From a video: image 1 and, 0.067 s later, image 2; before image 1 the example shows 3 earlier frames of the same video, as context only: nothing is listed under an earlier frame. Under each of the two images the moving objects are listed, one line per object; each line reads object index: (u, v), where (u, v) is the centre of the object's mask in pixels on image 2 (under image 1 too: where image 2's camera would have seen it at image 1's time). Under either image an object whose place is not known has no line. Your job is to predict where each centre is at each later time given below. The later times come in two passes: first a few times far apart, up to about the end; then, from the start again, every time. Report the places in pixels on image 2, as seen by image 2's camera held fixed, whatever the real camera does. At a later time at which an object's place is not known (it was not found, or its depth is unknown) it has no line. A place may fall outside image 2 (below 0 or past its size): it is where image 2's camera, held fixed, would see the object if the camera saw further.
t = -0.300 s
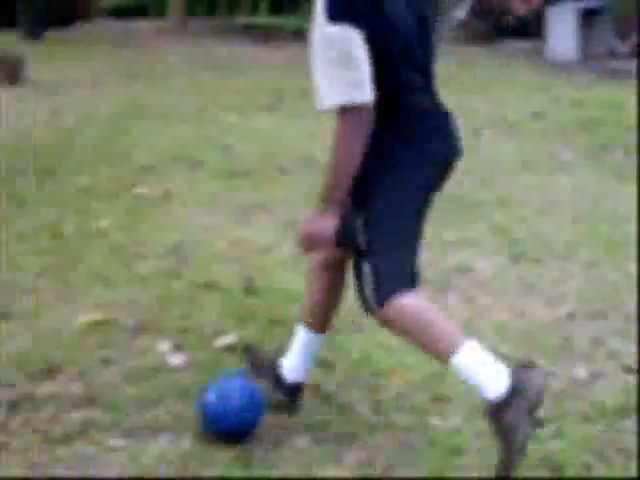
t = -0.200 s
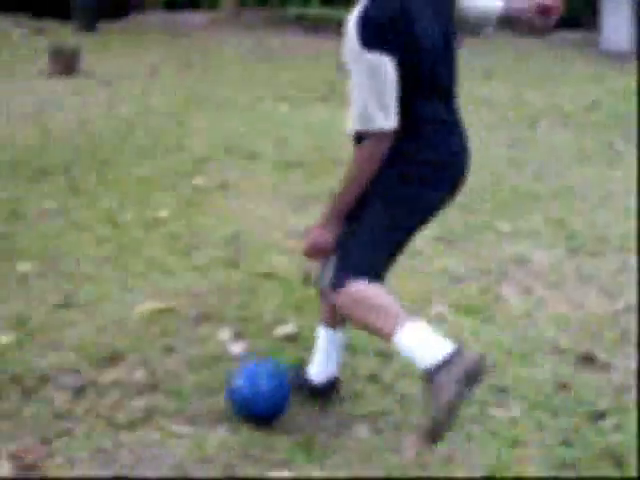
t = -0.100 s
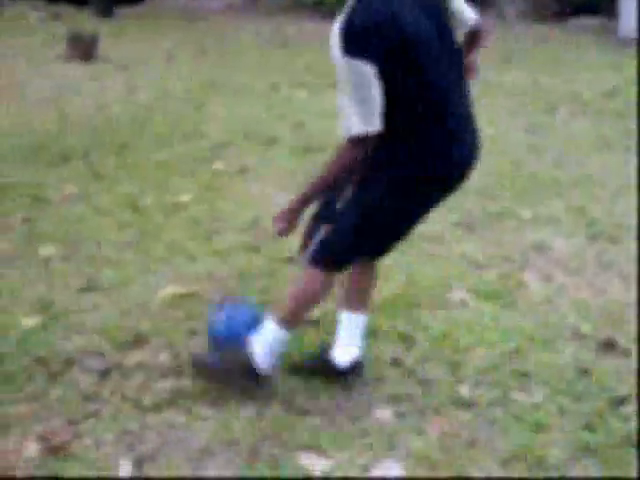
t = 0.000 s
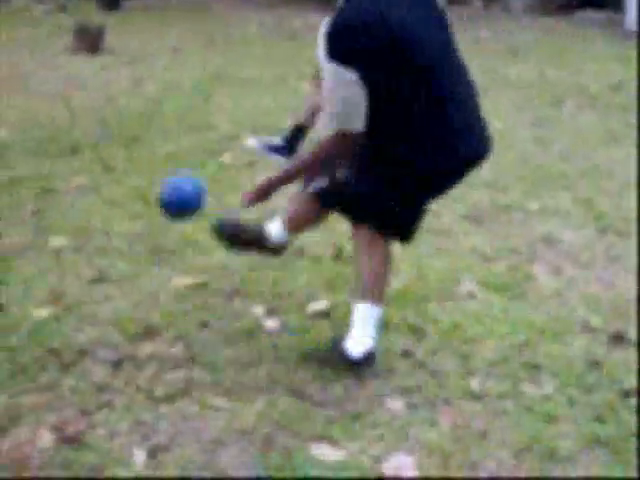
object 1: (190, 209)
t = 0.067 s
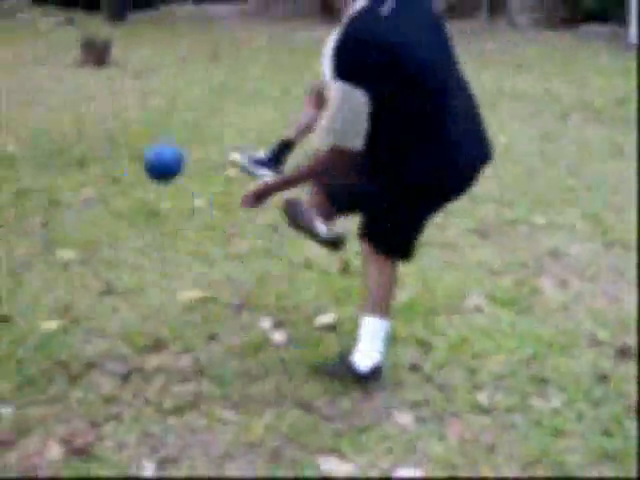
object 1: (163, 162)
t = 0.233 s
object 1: (126, 113)
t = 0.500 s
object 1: (108, 84)
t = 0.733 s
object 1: (109, 57)
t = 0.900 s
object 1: (153, 52)
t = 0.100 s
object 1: (154, 147)
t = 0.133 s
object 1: (145, 134)
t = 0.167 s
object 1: (138, 125)
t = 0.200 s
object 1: (131, 118)
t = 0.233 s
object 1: (126, 113)
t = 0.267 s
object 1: (123, 111)
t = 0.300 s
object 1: (120, 112)
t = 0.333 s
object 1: (116, 111)
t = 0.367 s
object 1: (113, 103)
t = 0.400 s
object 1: (111, 94)
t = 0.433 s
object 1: (110, 90)
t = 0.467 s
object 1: (109, 87)
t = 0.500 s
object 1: (108, 84)
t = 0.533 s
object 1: (107, 78)
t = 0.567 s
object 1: (108, 73)
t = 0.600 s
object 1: (108, 70)
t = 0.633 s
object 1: (108, 67)
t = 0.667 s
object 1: (108, 64)
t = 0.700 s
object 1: (109, 59)
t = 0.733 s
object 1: (109, 57)
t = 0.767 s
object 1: (113, 56)
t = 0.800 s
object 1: (127, 52)
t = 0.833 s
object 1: (135, 51)
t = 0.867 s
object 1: (144, 52)
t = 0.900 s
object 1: (153, 52)
